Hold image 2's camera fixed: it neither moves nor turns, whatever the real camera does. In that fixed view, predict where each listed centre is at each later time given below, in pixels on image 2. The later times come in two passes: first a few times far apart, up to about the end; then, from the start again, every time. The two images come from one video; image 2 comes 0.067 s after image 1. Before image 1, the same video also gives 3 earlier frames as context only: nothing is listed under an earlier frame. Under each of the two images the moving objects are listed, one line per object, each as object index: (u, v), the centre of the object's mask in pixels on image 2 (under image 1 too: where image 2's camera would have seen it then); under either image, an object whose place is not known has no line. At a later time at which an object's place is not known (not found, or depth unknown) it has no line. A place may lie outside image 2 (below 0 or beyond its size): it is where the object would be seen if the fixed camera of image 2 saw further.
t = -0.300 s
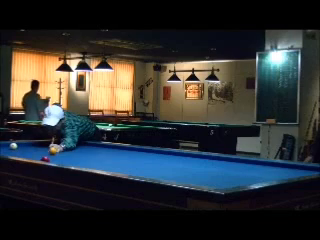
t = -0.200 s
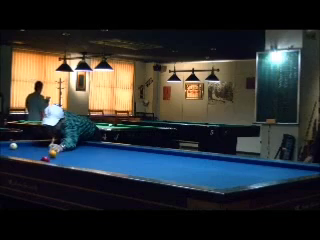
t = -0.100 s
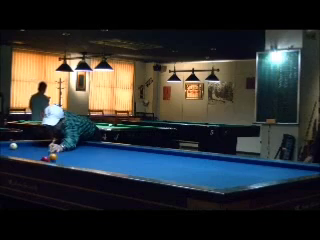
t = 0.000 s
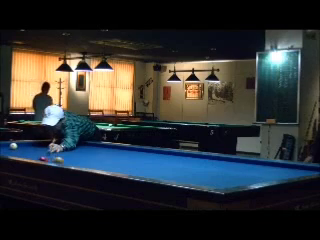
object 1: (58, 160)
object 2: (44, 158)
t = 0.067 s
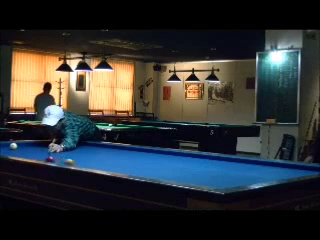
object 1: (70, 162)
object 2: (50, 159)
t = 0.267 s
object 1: (100, 167)
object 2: (69, 160)
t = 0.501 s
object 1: (158, 176)
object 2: (89, 159)
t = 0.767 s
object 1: (223, 184)
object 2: (110, 157)
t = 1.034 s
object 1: (167, 178)
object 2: (130, 157)
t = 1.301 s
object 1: (142, 173)
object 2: (148, 155)
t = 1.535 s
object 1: (123, 170)
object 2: (162, 154)
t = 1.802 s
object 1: (104, 167)
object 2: (177, 154)
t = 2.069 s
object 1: (87, 164)
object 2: (179, 154)
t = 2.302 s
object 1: (74, 162)
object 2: (173, 154)
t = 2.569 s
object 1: (60, 159)
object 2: (166, 155)
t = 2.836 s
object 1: (48, 157)
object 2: (160, 155)
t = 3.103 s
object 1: (36, 155)
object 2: (153, 155)
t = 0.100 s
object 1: (75, 163)
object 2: (54, 159)
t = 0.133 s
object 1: (80, 164)
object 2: (57, 159)
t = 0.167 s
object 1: (84, 165)
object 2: (60, 159)
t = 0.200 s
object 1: (90, 166)
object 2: (63, 159)
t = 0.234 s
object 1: (95, 167)
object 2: (66, 160)
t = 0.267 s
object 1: (100, 167)
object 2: (69, 160)
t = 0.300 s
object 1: (108, 169)
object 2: (72, 160)
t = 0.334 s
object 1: (117, 170)
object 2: (75, 159)
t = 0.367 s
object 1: (125, 171)
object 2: (78, 159)
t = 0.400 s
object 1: (133, 172)
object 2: (81, 159)
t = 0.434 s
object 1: (141, 173)
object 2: (84, 159)
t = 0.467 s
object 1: (149, 174)
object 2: (86, 159)
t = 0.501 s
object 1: (158, 176)
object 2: (89, 159)
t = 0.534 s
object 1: (166, 177)
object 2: (92, 159)
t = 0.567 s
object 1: (176, 178)
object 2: (95, 158)
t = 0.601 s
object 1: (185, 179)
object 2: (97, 158)
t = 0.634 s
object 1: (194, 180)
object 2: (100, 158)
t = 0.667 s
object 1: (203, 182)
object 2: (103, 158)
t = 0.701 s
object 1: (213, 183)
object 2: (105, 158)
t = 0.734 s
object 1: (223, 184)
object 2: (108, 158)
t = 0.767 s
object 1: (223, 184)
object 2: (110, 157)
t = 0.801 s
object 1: (216, 183)
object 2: (113, 157)
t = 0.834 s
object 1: (207, 182)
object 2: (115, 157)
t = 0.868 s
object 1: (200, 182)
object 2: (118, 157)
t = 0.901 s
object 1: (193, 181)
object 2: (121, 157)
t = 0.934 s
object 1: (185, 180)
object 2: (123, 157)
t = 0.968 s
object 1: (179, 179)
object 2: (125, 157)
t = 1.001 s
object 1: (172, 178)
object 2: (128, 157)
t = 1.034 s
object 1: (167, 178)
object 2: (130, 157)
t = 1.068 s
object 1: (163, 177)
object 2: (132, 156)
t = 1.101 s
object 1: (160, 177)
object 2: (135, 156)
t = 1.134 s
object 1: (157, 176)
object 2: (137, 156)
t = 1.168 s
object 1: (154, 176)
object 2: (139, 156)
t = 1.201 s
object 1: (151, 175)
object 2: (141, 156)
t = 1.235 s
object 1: (147, 174)
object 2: (143, 156)
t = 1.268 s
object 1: (145, 174)
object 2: (146, 156)
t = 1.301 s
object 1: (142, 173)
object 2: (148, 155)
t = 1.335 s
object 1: (138, 173)
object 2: (150, 155)
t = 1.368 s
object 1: (136, 172)
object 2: (152, 155)
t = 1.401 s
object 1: (133, 172)
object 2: (154, 155)
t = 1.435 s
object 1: (131, 171)
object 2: (156, 155)
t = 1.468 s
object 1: (128, 171)
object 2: (158, 155)
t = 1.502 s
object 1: (125, 171)
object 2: (160, 155)
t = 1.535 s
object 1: (123, 170)
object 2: (162, 154)
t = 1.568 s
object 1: (120, 170)
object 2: (164, 155)
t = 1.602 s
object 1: (118, 170)
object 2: (166, 155)
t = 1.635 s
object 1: (115, 169)
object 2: (168, 155)
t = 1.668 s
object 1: (113, 169)
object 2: (170, 155)
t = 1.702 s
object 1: (111, 168)
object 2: (172, 154)
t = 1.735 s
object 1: (108, 168)
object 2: (173, 154)
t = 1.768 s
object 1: (107, 168)
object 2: (175, 154)
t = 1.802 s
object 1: (104, 167)
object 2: (177, 154)
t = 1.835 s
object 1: (103, 167)
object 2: (179, 153)
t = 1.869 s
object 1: (100, 166)
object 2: (180, 154)
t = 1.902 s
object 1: (98, 166)
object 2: (182, 153)
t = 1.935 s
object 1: (95, 165)
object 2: (182, 153)
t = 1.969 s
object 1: (93, 165)
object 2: (182, 153)
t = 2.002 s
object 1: (91, 165)
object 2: (181, 154)
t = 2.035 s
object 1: (89, 164)
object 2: (180, 154)
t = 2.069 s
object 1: (87, 164)
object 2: (179, 154)
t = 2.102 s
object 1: (85, 164)
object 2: (178, 154)
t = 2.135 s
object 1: (83, 163)
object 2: (178, 154)
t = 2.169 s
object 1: (81, 163)
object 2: (177, 154)
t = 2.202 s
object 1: (79, 163)
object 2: (176, 154)
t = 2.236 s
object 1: (77, 162)
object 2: (175, 154)
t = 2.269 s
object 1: (76, 162)
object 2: (174, 154)
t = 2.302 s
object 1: (74, 162)
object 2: (173, 154)
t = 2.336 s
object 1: (72, 161)
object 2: (173, 154)
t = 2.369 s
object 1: (70, 161)
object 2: (172, 154)
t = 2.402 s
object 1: (69, 161)
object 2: (171, 154)
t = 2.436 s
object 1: (67, 161)
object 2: (170, 154)
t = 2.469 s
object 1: (66, 160)
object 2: (169, 154)
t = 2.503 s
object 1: (63, 160)
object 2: (168, 154)
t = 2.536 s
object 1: (62, 159)
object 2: (167, 155)
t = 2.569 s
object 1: (60, 159)
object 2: (166, 155)
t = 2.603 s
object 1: (58, 159)
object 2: (165, 155)
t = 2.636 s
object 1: (57, 159)
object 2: (165, 155)
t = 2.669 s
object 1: (55, 158)
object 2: (164, 154)
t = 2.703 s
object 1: (54, 158)
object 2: (163, 155)
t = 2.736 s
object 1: (52, 158)
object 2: (162, 155)
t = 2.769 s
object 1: (51, 157)
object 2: (162, 155)
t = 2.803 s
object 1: (49, 157)
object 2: (161, 155)
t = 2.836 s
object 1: (48, 157)
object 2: (160, 155)
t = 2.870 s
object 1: (47, 157)
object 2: (159, 155)
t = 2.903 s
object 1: (44, 156)
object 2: (158, 155)
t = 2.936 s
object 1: (43, 156)
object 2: (157, 155)
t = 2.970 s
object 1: (41, 156)
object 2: (157, 155)
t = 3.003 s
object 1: (41, 156)
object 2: (156, 155)
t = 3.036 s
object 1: (39, 155)
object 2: (155, 155)
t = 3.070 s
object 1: (38, 155)
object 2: (154, 155)
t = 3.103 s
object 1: (36, 155)
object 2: (153, 155)
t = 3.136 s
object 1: (35, 155)
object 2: (152, 155)
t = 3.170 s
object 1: (34, 155)
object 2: (151, 155)
